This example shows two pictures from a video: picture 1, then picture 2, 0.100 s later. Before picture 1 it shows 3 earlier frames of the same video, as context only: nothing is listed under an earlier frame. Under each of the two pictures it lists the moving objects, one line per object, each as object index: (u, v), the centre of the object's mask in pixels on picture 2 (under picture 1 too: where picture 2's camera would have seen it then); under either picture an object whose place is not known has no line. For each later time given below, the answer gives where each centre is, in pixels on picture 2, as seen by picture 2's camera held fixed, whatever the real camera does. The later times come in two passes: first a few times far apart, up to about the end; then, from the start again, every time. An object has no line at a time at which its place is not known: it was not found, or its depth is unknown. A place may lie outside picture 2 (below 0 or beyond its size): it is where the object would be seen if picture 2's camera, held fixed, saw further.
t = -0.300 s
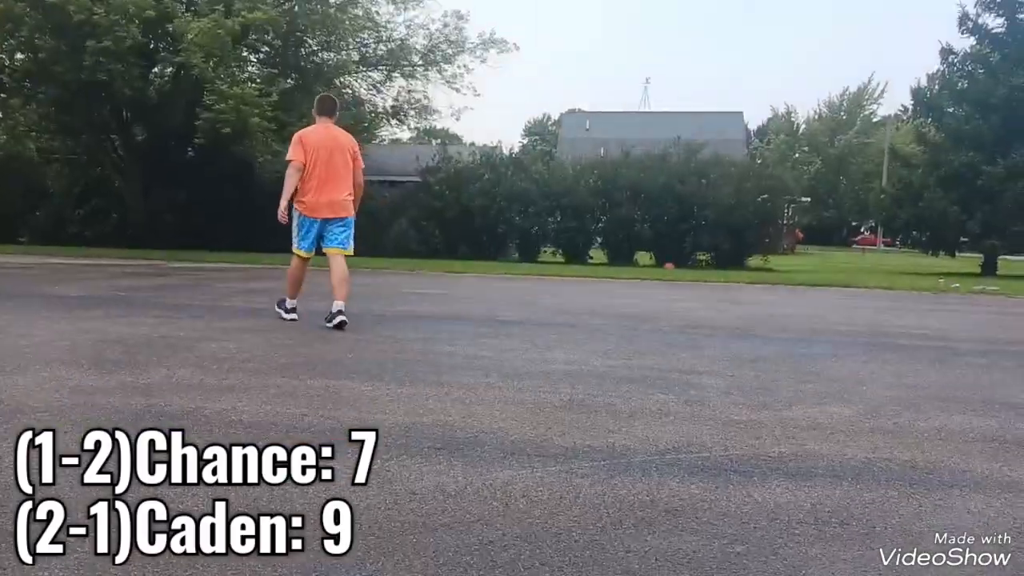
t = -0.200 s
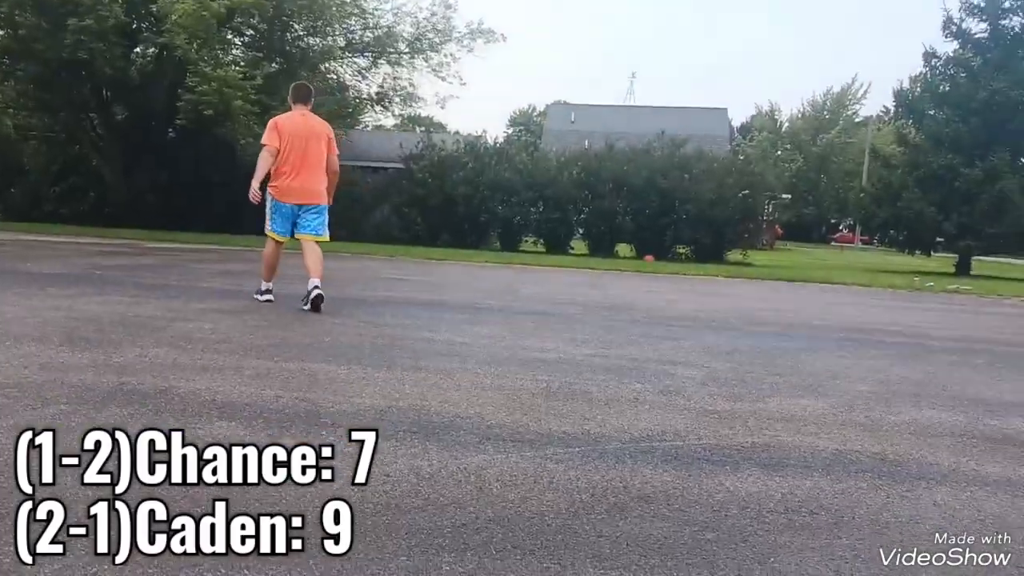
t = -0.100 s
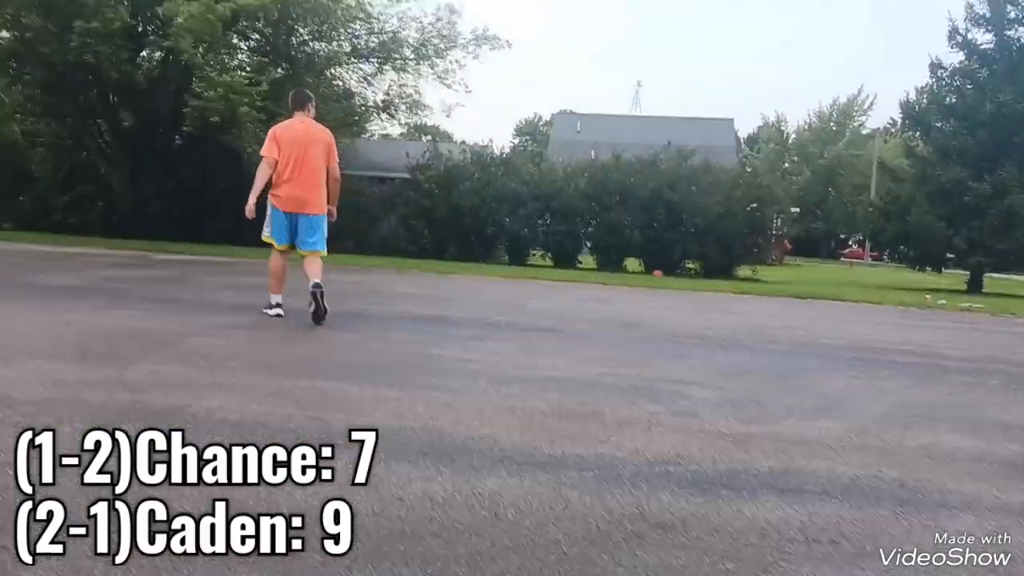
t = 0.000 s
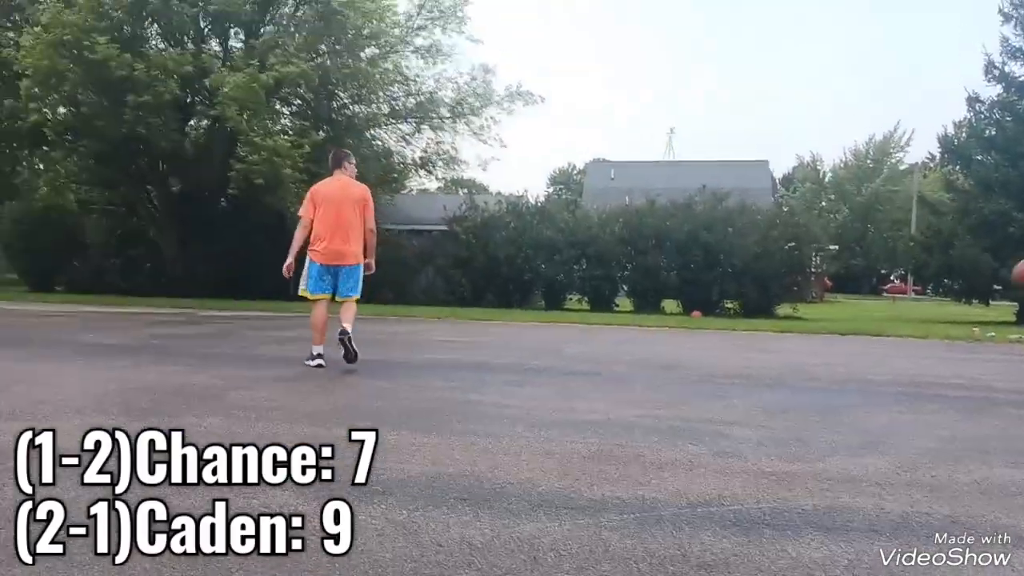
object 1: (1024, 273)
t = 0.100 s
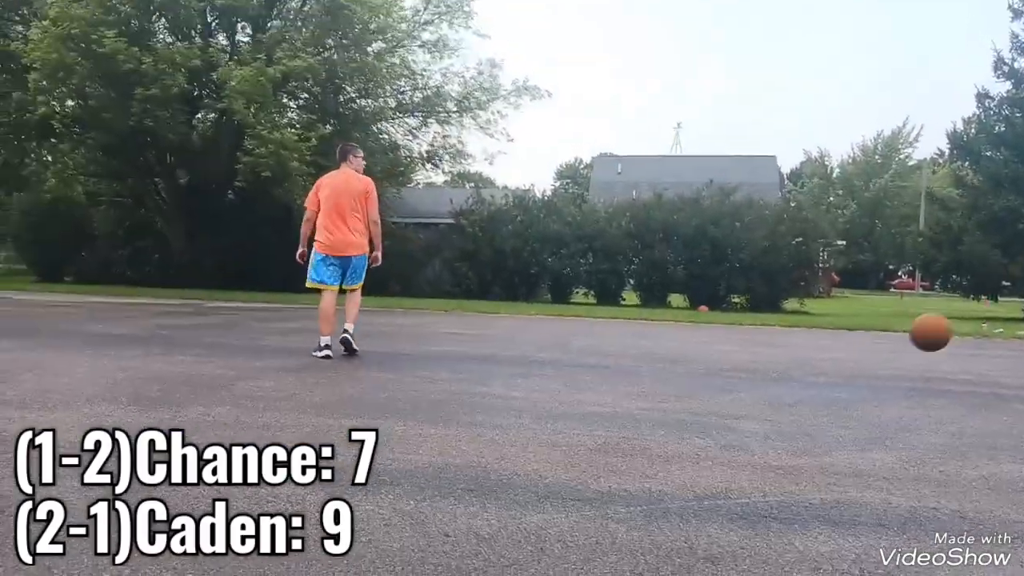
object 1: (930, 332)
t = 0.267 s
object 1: (798, 339)
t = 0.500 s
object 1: (683, 256)
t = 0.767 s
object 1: (563, 257)
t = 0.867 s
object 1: (526, 281)
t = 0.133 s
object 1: (893, 354)
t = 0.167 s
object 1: (856, 380)
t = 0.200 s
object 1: (832, 381)
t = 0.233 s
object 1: (815, 359)
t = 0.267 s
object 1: (798, 339)
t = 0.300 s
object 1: (781, 321)
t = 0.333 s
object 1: (766, 305)
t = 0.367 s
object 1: (749, 289)
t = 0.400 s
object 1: (730, 278)
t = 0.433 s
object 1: (712, 270)
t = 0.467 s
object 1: (699, 262)
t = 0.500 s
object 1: (683, 256)
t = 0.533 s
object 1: (667, 249)
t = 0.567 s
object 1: (652, 244)
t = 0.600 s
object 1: (635, 241)
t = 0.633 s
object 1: (620, 241)
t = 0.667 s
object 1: (603, 244)
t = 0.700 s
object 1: (589, 248)
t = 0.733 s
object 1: (576, 252)
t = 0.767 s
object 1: (563, 257)
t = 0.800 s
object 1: (551, 264)
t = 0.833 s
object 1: (537, 271)
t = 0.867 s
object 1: (526, 281)
